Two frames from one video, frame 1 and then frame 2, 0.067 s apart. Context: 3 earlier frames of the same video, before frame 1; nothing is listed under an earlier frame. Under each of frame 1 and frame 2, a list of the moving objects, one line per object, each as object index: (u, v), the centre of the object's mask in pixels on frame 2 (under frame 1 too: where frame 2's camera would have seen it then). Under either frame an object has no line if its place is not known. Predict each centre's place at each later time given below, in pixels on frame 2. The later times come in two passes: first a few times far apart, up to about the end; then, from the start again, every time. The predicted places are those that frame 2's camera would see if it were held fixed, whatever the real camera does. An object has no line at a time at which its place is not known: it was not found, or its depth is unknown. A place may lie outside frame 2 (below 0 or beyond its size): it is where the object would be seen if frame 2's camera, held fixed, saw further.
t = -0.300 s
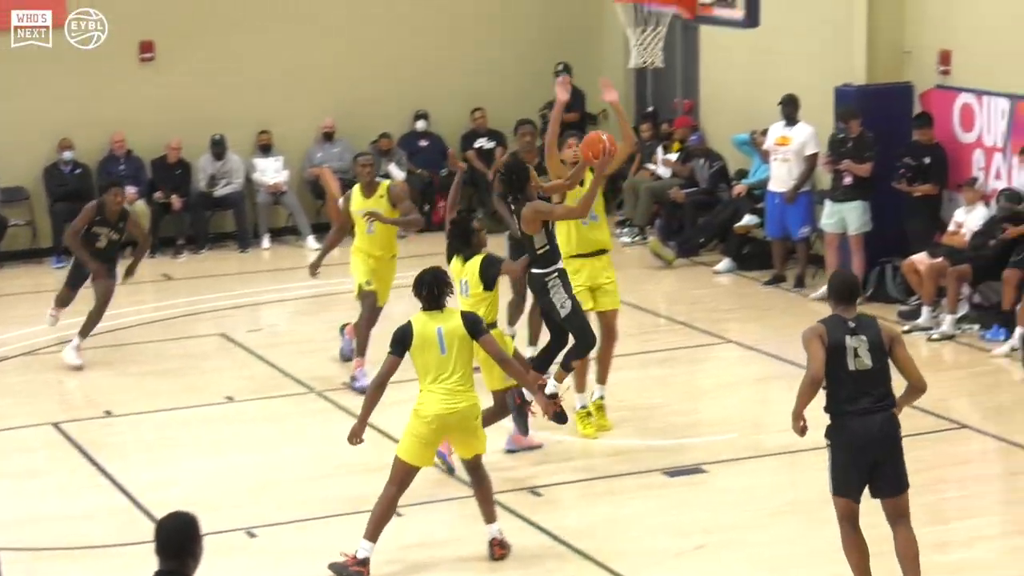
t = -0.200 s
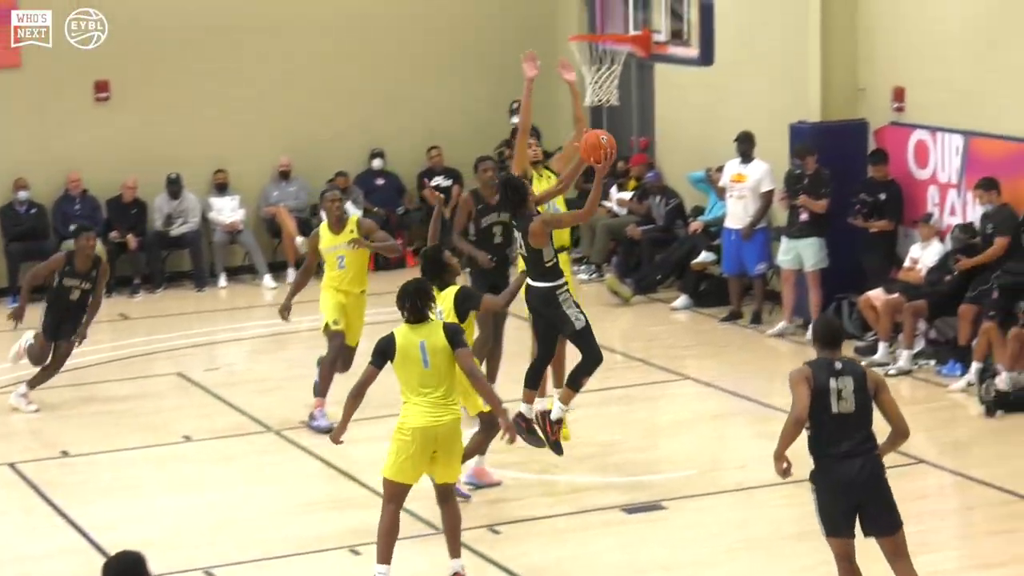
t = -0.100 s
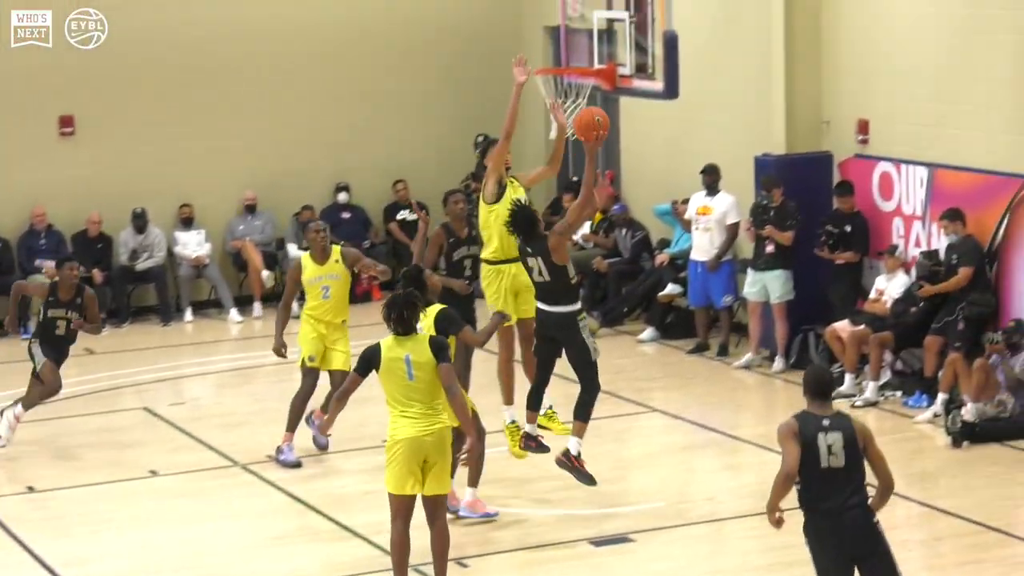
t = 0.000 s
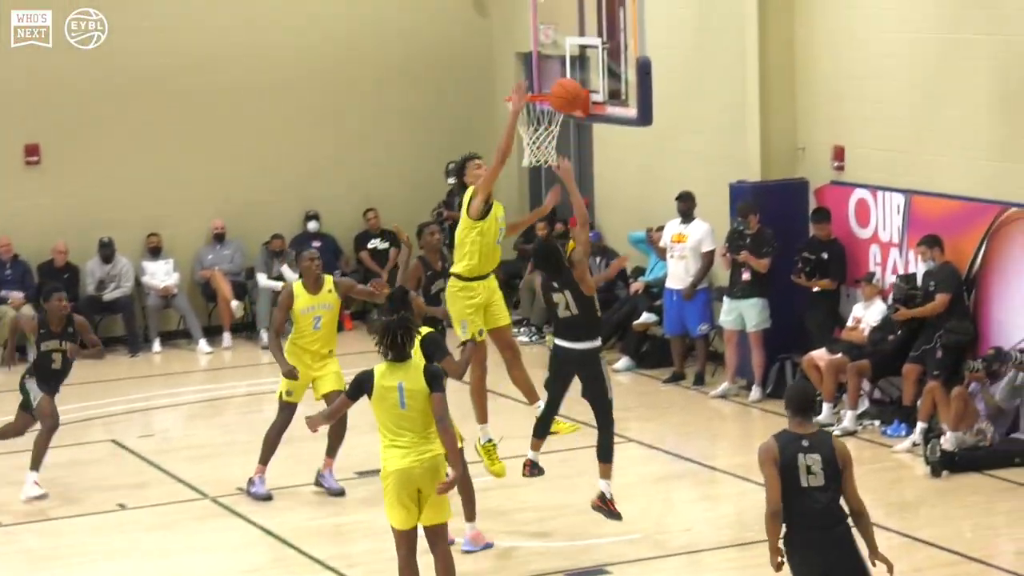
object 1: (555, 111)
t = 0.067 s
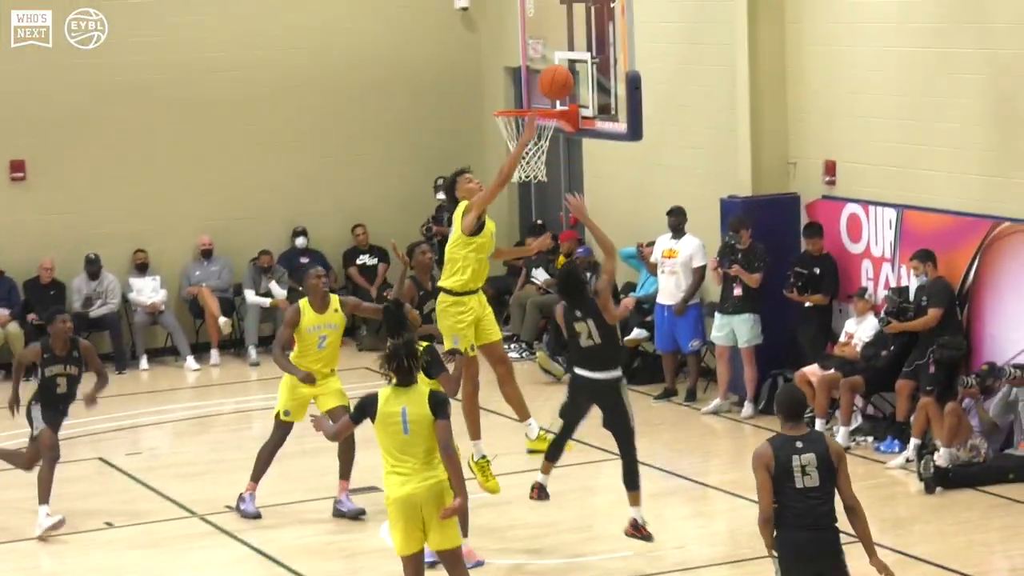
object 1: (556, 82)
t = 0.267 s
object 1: (557, 39)
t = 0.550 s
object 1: (554, 68)
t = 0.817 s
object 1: (498, 69)
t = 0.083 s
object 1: (556, 76)
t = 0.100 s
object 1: (556, 71)
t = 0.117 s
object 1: (556, 65)
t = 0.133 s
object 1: (556, 61)
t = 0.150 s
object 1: (556, 57)
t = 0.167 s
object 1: (556, 52)
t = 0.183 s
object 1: (556, 49)
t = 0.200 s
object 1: (556, 46)
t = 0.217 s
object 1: (556, 43)
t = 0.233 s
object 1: (557, 41)
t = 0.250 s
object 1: (557, 40)
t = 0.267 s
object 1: (557, 39)
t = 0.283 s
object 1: (557, 37)
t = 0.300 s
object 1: (558, 37)
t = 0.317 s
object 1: (558, 37)
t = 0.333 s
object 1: (558, 37)
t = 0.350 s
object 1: (558, 37)
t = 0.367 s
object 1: (558, 38)
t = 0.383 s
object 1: (559, 39)
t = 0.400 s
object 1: (559, 41)
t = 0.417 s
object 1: (559, 43)
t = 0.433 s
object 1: (560, 46)
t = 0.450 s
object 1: (560, 49)
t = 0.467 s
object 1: (560, 52)
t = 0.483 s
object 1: (561, 56)
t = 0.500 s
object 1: (561, 59)
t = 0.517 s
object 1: (561, 63)
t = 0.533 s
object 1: (558, 66)
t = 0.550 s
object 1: (554, 68)
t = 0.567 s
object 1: (549, 72)
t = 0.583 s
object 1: (545, 75)
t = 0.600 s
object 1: (541, 79)
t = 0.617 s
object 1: (536, 84)
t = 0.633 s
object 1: (531, 88)
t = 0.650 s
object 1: (527, 94)
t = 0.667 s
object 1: (524, 93)
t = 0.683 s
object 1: (521, 89)
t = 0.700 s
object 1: (518, 86)
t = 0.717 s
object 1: (515, 82)
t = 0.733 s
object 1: (512, 79)
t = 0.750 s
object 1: (510, 77)
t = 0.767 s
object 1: (507, 74)
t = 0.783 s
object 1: (504, 72)
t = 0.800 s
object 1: (501, 70)
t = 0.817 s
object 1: (498, 69)
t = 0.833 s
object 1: (495, 68)
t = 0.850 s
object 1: (492, 68)
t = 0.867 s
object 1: (490, 68)
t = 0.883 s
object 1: (487, 68)
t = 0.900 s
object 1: (484, 68)
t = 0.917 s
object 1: (481, 69)
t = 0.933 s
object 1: (479, 70)
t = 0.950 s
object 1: (476, 72)
